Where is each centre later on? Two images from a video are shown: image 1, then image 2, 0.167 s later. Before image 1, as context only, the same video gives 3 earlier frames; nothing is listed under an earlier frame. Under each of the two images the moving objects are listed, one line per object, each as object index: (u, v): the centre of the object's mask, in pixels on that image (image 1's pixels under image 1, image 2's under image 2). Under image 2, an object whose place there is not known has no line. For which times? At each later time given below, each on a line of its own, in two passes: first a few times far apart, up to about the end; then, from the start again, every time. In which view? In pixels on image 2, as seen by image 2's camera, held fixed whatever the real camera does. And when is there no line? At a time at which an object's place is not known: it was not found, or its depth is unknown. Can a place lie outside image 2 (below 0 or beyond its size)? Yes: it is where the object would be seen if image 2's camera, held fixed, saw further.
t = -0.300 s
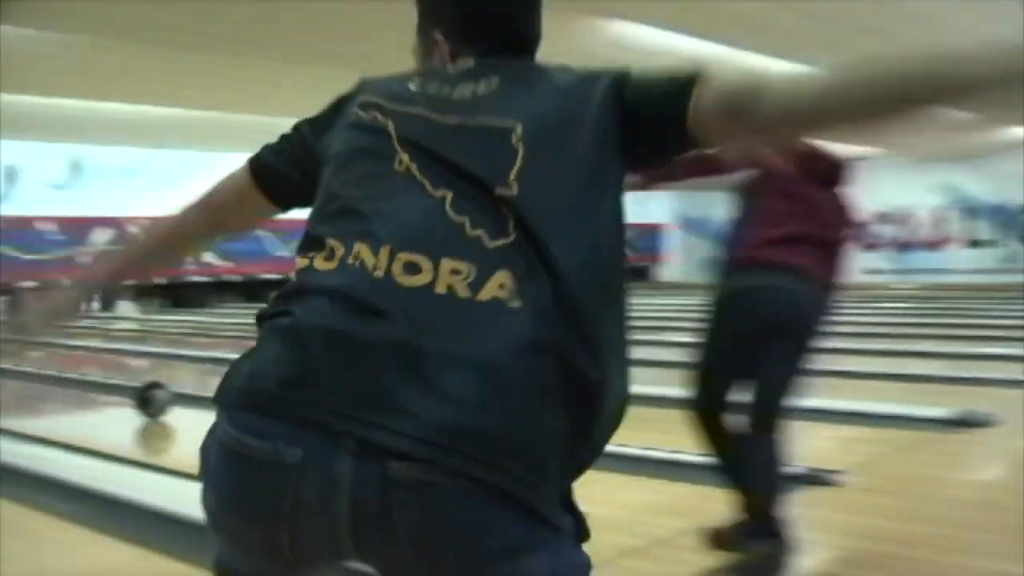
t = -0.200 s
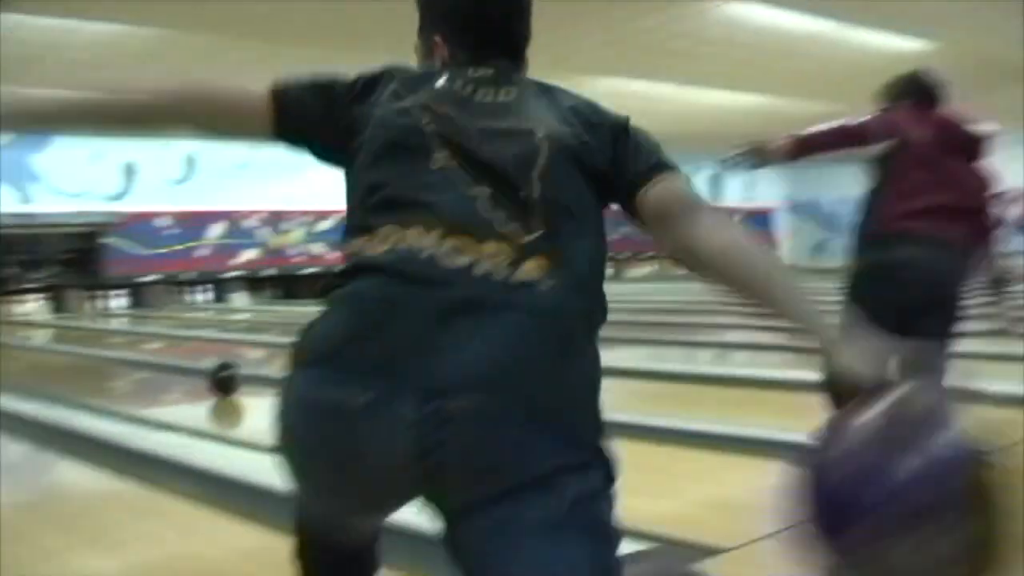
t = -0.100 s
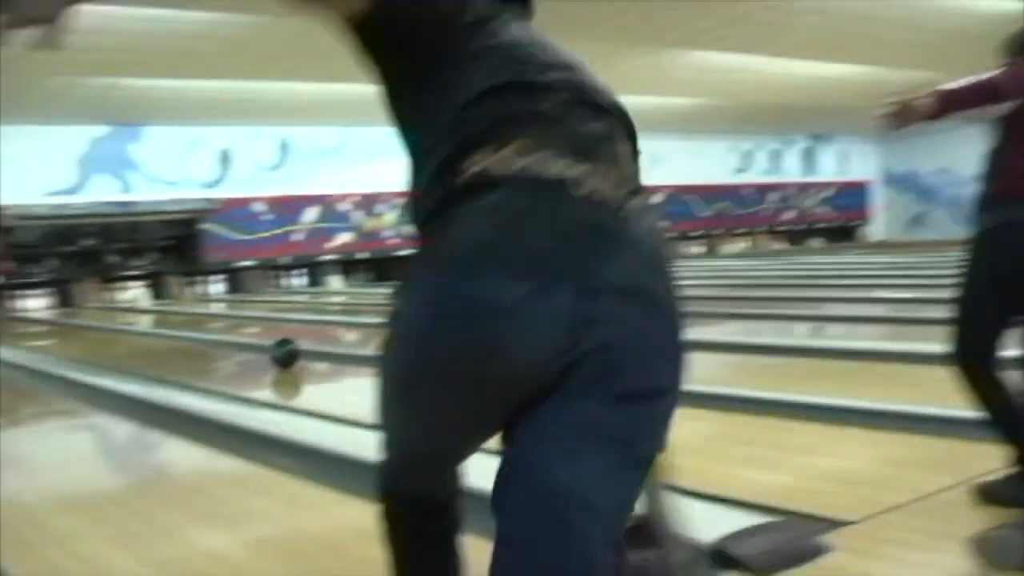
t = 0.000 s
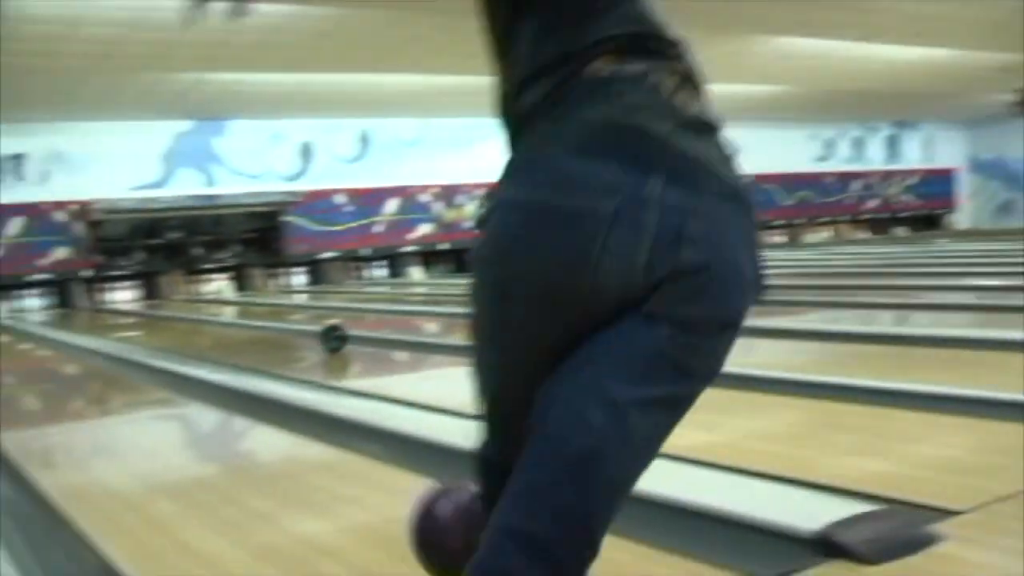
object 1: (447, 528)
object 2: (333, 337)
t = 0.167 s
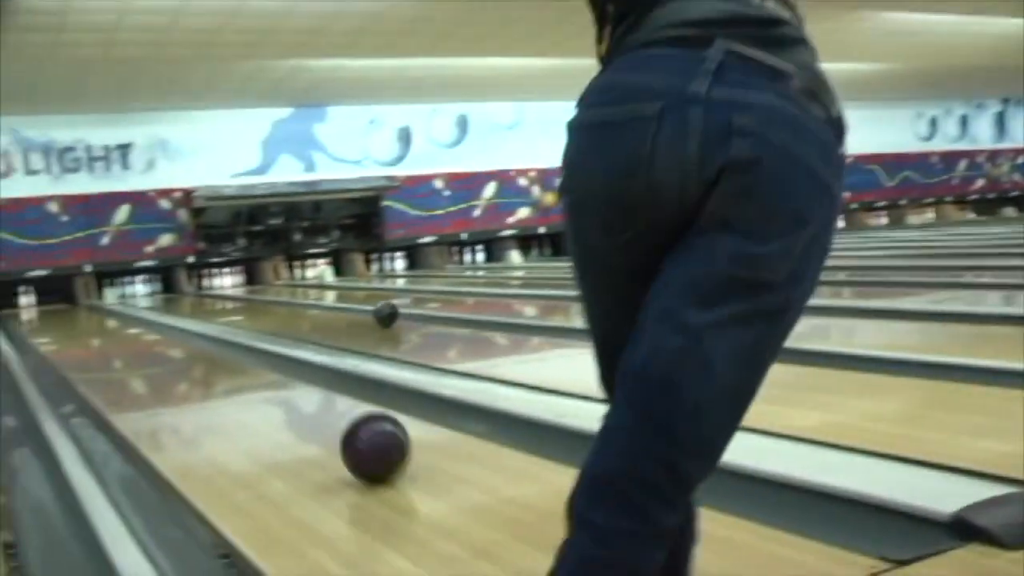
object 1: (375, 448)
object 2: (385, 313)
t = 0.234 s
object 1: (327, 426)
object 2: (369, 312)
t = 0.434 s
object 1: (238, 382)
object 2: (327, 307)
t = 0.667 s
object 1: (180, 354)
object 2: (287, 302)
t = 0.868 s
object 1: (147, 339)
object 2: (260, 300)
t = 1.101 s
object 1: (119, 328)
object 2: (235, 296)
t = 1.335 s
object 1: (99, 319)
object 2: (215, 292)
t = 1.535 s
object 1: (85, 311)
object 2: (196, 290)
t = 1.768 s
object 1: (73, 307)
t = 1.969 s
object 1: (61, 303)
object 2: (172, 288)
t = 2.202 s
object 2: (162, 286)
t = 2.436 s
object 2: (155, 285)
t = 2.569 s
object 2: (163, 283)
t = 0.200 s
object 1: (349, 436)
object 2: (377, 313)
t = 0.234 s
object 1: (327, 426)
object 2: (369, 312)
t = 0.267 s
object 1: (307, 416)
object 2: (362, 311)
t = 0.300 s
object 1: (290, 408)
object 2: (355, 311)
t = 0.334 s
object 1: (275, 400)
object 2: (347, 310)
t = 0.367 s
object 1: (262, 394)
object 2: (340, 309)
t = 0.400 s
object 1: (250, 387)
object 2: (333, 308)
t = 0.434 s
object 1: (238, 382)
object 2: (327, 307)
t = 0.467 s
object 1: (228, 377)
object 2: (321, 307)
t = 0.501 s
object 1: (217, 373)
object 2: (315, 306)
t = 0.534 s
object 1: (209, 369)
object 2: (308, 306)
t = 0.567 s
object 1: (201, 364)
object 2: (303, 305)
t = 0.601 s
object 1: (193, 361)
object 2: (297, 304)
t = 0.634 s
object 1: (186, 357)
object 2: (292, 304)
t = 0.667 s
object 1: (180, 354)
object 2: (287, 302)
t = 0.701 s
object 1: (173, 352)
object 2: (283, 301)
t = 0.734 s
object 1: (167, 349)
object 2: (278, 300)
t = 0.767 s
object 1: (161, 346)
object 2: (273, 301)
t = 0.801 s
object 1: (157, 343)
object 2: (269, 299)
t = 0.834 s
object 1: (152, 341)
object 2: (265, 300)
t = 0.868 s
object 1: (147, 339)
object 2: (260, 300)
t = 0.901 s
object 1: (142, 337)
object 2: (256, 300)
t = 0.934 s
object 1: (138, 335)
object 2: (253, 299)
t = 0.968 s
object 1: (134, 334)
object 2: (250, 298)
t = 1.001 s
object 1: (130, 332)
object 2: (247, 297)
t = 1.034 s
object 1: (127, 330)
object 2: (242, 296)
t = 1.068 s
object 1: (123, 329)
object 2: (238, 296)
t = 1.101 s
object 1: (119, 328)
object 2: (235, 296)
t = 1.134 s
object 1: (116, 326)
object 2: (233, 295)
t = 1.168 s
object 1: (113, 325)
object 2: (229, 295)
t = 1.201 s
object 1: (111, 323)
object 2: (227, 294)
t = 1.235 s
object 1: (108, 322)
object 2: (223, 294)
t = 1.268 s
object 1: (105, 321)
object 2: (219, 295)
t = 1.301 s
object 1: (101, 320)
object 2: (218, 294)
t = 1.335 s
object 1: (99, 319)
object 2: (215, 292)
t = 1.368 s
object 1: (96, 318)
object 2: (211, 292)
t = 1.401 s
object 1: (95, 316)
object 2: (208, 292)
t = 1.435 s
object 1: (91, 314)
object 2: (202, 290)
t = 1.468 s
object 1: (89, 313)
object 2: (201, 290)
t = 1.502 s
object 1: (87, 313)
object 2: (200, 291)
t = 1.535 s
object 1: (85, 311)
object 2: (196, 290)
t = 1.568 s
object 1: (82, 310)
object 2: (196, 291)
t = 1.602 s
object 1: (82, 310)
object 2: (194, 292)
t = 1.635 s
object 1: (79, 309)
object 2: (191, 290)
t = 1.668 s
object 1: (77, 309)
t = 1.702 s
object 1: (77, 308)
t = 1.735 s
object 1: (75, 307)
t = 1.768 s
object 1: (73, 307)
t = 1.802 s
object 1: (70, 305)
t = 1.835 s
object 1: (69, 304)
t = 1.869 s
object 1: (67, 305)
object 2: (177, 289)
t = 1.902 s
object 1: (64, 304)
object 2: (175, 288)
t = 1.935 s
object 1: (62, 303)
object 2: (172, 289)
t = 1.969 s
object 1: (61, 303)
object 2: (172, 288)
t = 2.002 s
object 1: (60, 303)
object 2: (173, 288)
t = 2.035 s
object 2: (168, 288)
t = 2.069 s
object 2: (167, 286)
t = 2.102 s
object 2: (167, 286)
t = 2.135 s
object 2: (164, 286)
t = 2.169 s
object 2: (163, 286)
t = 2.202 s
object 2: (162, 286)
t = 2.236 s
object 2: (161, 286)
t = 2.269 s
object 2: (158, 286)
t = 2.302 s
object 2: (156, 285)
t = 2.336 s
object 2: (156, 285)
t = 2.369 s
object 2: (155, 285)
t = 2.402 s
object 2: (155, 285)
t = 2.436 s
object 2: (155, 285)
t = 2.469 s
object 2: (155, 286)
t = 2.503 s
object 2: (154, 286)
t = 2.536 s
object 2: (157, 284)
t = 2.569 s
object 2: (163, 283)
